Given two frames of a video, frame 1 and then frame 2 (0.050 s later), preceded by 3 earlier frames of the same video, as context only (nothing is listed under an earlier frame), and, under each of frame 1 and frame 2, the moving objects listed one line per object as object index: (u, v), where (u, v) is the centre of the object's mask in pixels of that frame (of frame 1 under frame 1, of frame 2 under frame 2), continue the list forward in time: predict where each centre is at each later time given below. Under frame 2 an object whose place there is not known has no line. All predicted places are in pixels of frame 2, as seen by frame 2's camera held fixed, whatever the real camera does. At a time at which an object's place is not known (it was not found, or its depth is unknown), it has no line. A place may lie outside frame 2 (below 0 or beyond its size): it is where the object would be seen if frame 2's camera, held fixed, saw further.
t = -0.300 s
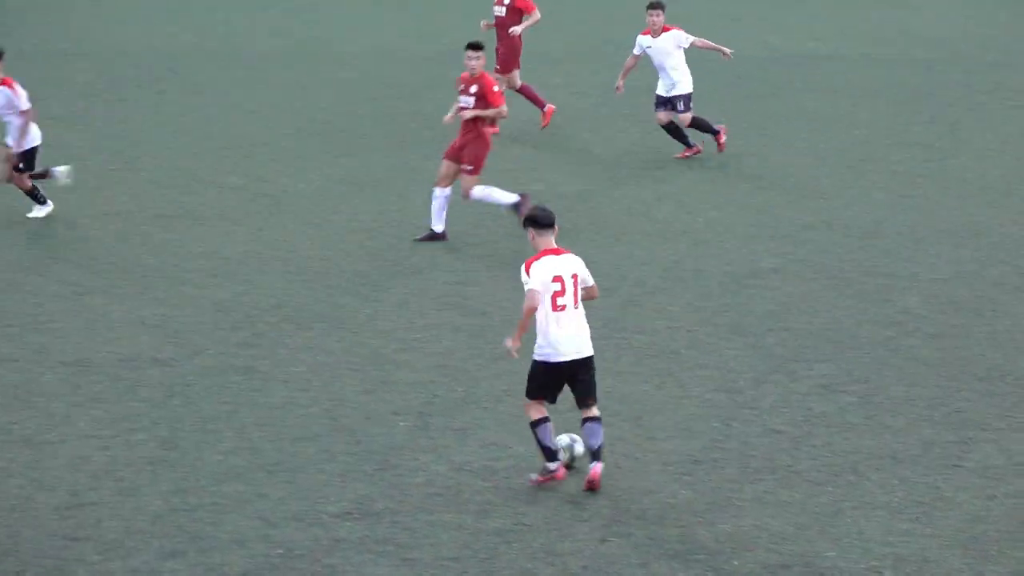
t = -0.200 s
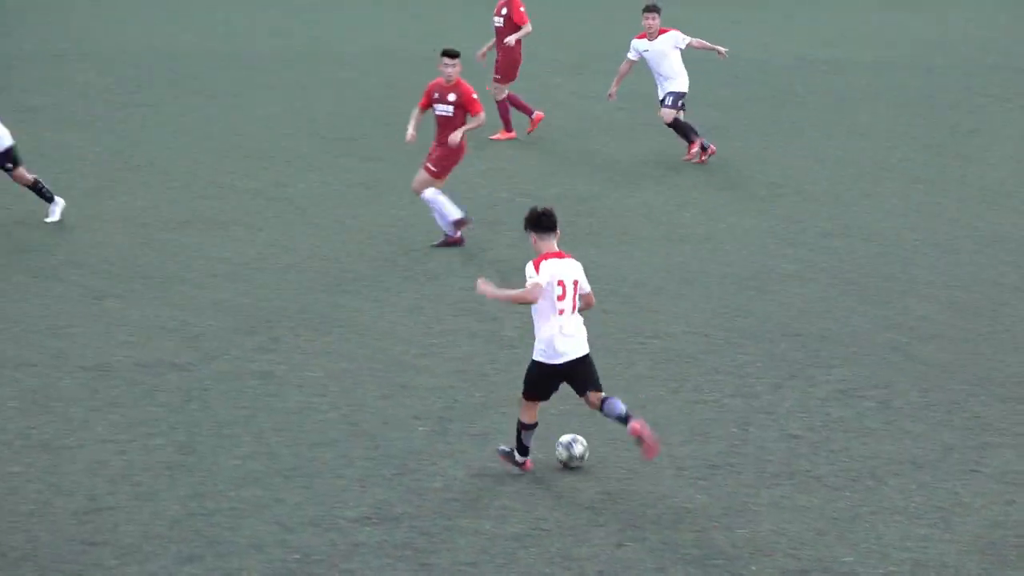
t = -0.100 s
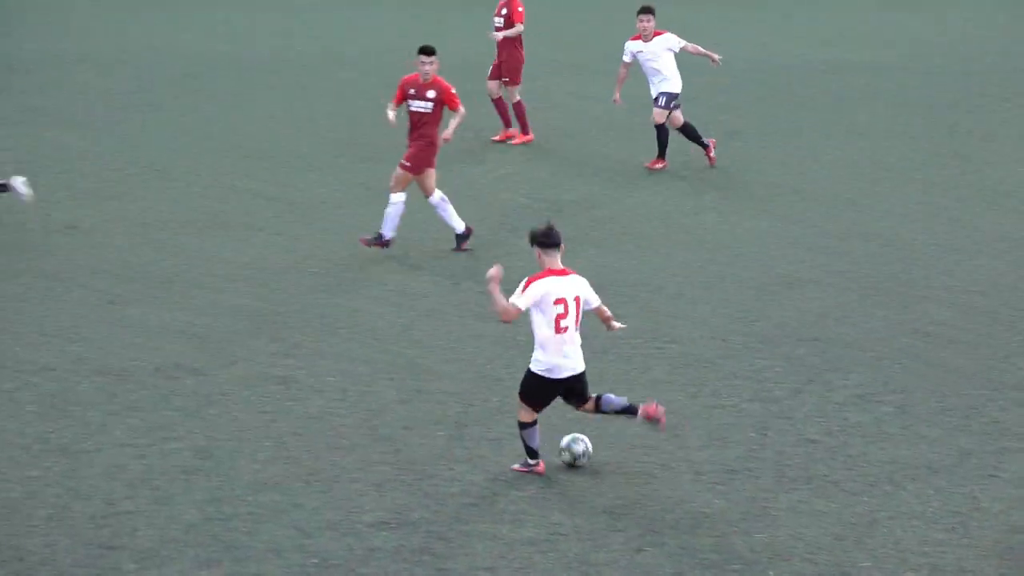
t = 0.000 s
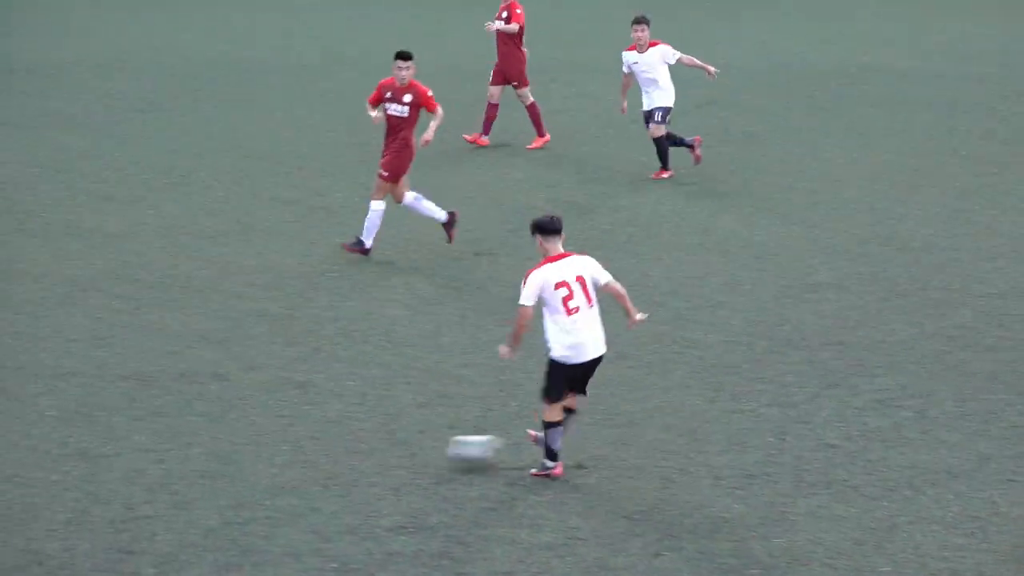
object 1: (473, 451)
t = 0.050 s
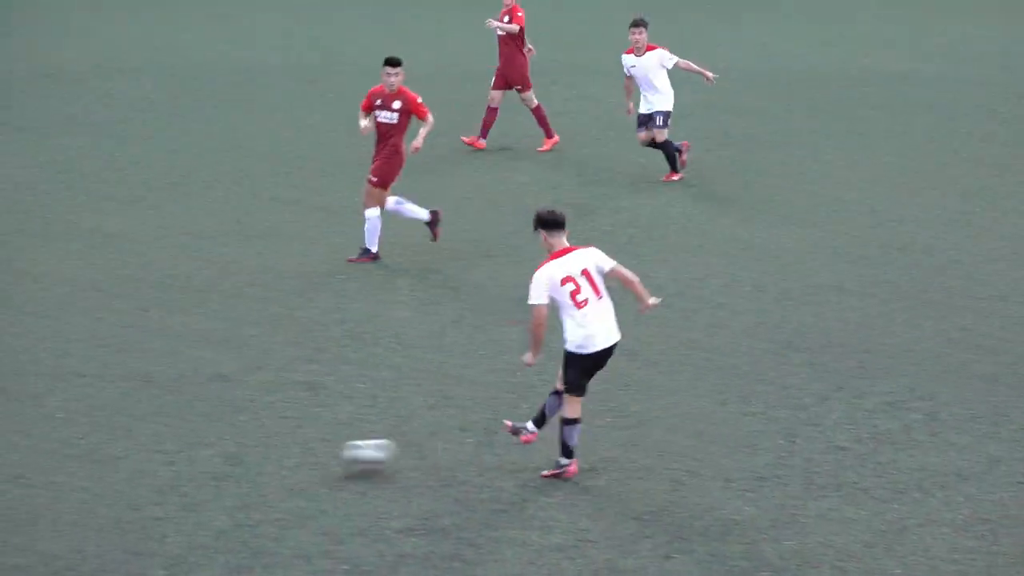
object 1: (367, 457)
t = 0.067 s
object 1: (330, 457)
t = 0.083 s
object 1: (293, 459)
